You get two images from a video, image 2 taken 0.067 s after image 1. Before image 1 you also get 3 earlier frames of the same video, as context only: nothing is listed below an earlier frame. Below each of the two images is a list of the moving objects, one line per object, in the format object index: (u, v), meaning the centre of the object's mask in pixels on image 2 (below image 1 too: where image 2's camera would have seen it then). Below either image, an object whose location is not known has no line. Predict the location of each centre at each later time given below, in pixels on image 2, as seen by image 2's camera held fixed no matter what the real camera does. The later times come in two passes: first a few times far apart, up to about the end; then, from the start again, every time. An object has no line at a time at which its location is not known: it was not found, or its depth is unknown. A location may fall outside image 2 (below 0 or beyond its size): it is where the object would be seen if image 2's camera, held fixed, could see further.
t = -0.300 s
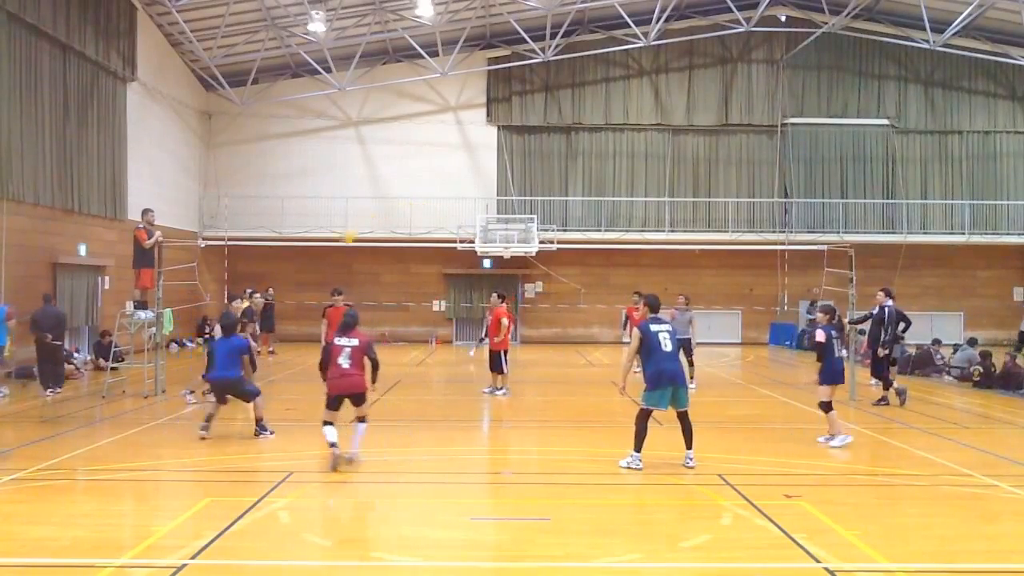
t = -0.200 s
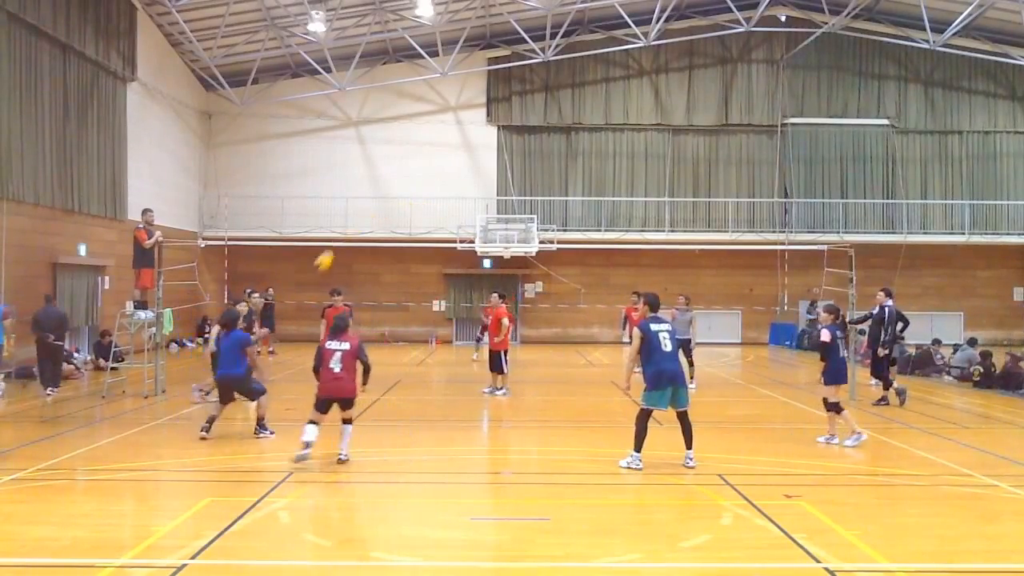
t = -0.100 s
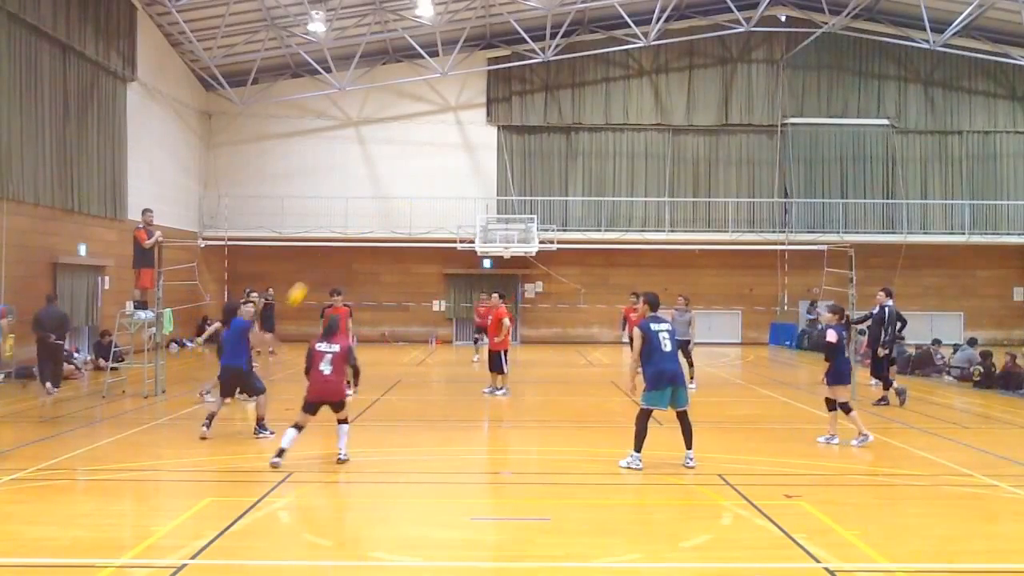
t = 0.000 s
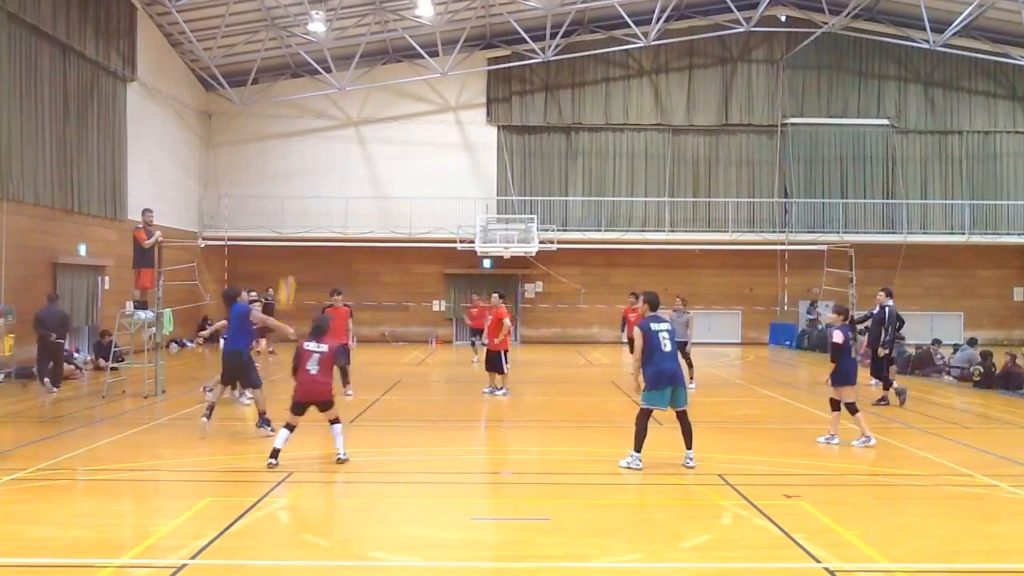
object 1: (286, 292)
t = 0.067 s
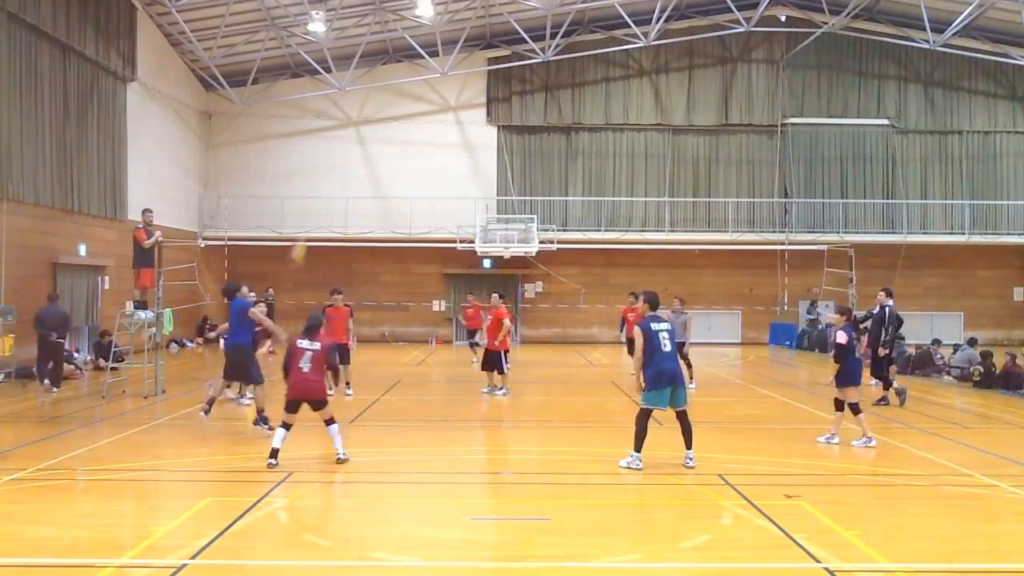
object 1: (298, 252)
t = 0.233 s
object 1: (328, 161)
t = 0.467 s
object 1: (368, 79)
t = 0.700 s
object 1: (406, 43)
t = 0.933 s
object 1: (440, 48)
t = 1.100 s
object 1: (465, 76)
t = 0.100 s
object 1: (303, 229)
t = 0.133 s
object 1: (310, 210)
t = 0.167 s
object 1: (314, 195)
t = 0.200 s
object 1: (322, 175)
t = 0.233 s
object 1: (328, 161)
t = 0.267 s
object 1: (333, 146)
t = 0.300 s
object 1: (338, 133)
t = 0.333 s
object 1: (343, 120)
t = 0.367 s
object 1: (351, 109)
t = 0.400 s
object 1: (357, 95)
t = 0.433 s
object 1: (362, 86)
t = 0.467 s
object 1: (368, 79)
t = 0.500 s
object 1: (374, 69)
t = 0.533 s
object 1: (378, 63)
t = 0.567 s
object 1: (385, 58)
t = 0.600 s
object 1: (390, 54)
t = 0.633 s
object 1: (395, 50)
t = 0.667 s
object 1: (401, 45)
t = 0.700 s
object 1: (406, 43)
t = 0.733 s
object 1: (412, 42)
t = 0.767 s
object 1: (417, 41)
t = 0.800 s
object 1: (421, 40)
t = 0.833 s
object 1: (426, 41)
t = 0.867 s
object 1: (430, 43)
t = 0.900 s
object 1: (436, 45)
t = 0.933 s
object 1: (440, 48)
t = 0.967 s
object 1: (446, 51)
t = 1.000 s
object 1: (451, 56)
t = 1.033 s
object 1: (457, 62)
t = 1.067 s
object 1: (462, 69)
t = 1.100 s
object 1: (465, 76)
